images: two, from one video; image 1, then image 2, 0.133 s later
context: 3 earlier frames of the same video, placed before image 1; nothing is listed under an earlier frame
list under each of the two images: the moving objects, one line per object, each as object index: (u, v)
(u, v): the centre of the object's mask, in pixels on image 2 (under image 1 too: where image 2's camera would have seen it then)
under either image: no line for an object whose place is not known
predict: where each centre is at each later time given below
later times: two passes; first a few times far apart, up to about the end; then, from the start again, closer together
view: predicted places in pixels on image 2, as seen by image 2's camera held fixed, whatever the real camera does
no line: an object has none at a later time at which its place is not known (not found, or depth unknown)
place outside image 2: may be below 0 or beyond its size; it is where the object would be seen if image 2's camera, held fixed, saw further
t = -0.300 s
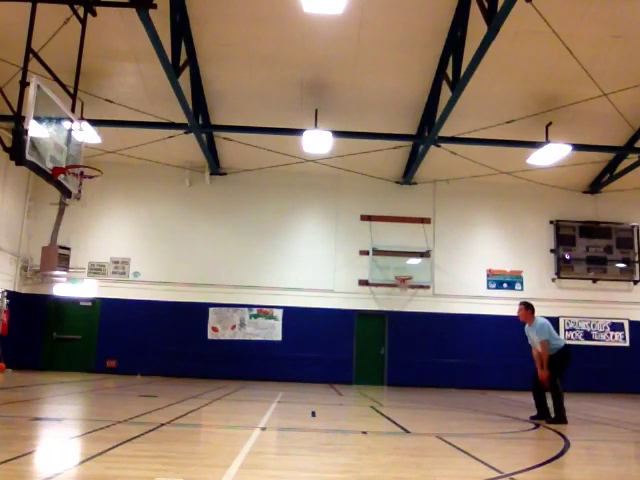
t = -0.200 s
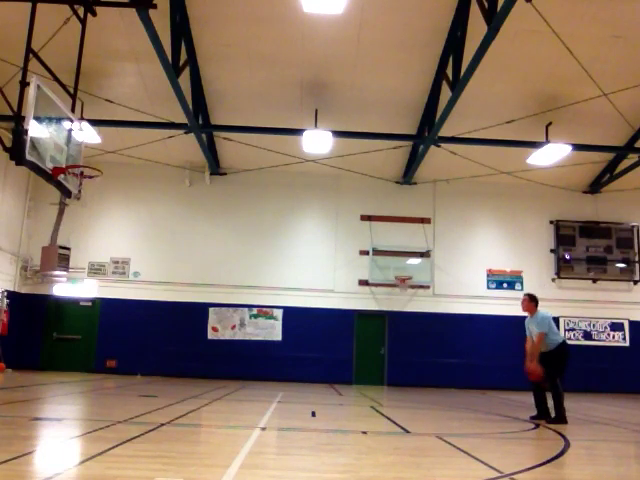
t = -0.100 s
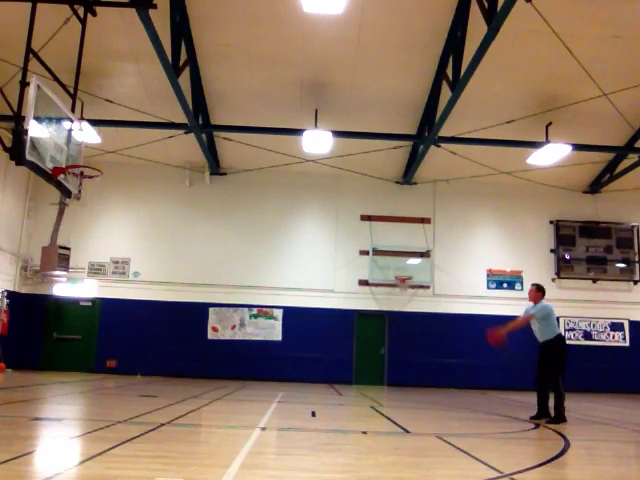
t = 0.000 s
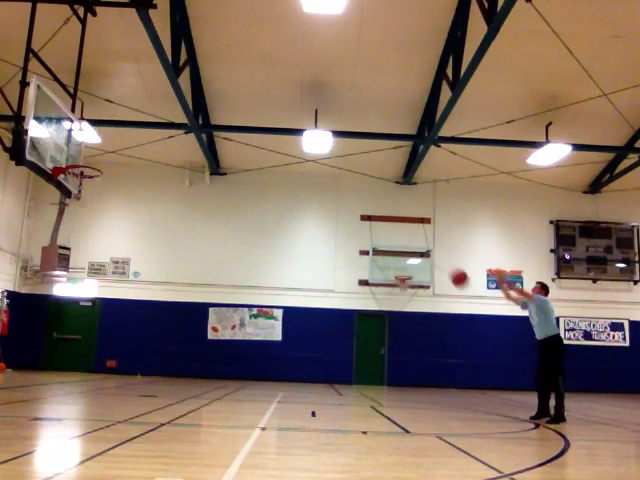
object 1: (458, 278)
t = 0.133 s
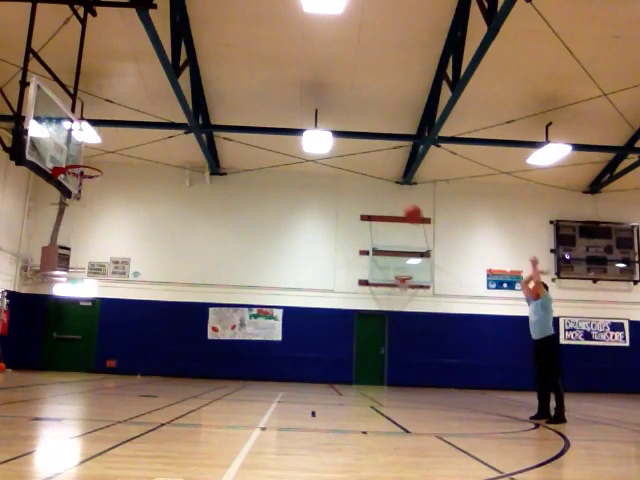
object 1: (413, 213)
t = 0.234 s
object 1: (380, 175)
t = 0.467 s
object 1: (305, 117)
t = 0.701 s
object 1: (233, 98)
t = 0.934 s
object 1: (159, 113)
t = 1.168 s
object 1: (82, 164)
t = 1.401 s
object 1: (75, 222)
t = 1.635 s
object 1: (76, 304)
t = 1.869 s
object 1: (80, 375)
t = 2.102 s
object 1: (116, 313)
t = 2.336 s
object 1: (146, 292)
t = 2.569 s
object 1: (170, 306)
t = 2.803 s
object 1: (191, 353)
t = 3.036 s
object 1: (210, 370)
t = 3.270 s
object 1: (228, 343)
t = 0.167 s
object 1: (401, 200)
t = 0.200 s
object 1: (390, 188)
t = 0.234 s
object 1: (380, 175)
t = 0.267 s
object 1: (368, 165)
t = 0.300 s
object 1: (358, 154)
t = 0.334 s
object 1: (347, 145)
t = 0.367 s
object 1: (338, 137)
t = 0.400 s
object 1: (327, 128)
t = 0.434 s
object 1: (315, 121)
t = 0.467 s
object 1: (305, 117)
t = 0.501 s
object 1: (295, 112)
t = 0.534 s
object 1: (285, 108)
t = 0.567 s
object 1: (274, 104)
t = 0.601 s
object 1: (264, 101)
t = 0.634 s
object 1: (254, 100)
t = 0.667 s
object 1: (243, 98)
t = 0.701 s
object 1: (233, 98)
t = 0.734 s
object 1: (222, 98)
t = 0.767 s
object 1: (213, 99)
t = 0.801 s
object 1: (200, 101)
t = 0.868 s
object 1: (180, 105)
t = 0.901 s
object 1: (169, 109)
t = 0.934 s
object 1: (159, 113)
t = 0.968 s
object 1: (148, 118)
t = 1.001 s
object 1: (137, 125)
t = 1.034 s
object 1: (126, 132)
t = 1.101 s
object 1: (104, 147)
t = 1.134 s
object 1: (92, 156)
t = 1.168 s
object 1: (82, 164)
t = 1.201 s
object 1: (73, 174)
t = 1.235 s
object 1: (73, 181)
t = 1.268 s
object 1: (72, 192)
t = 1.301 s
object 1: (73, 198)
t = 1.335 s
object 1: (73, 204)
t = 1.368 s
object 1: (74, 214)
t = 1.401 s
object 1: (75, 222)
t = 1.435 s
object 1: (75, 232)
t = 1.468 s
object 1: (76, 242)
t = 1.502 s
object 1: (76, 253)
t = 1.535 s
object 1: (76, 265)
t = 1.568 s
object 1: (76, 277)
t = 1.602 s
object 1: (76, 290)
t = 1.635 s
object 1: (76, 304)
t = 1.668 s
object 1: (76, 317)
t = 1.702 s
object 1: (75, 331)
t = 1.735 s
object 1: (74, 347)
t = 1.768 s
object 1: (74, 362)
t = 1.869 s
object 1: (80, 375)
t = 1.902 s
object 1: (87, 363)
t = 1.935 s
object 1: (92, 353)
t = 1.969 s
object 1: (97, 343)
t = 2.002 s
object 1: (101, 335)
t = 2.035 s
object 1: (106, 326)
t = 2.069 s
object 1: (111, 319)
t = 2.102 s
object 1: (116, 313)
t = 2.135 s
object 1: (120, 308)
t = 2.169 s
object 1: (125, 303)
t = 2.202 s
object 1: (129, 300)
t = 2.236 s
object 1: (133, 297)
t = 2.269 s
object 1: (138, 294)
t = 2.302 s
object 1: (142, 293)
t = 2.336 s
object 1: (146, 292)
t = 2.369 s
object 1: (149, 292)
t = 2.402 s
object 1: (153, 293)
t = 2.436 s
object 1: (157, 294)
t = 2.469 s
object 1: (160, 295)
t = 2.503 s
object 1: (164, 299)
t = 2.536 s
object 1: (167, 302)
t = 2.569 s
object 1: (170, 306)
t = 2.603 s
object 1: (173, 311)
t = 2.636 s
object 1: (176, 316)
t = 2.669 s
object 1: (179, 322)
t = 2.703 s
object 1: (182, 328)
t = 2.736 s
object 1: (185, 336)
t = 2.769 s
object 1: (188, 344)
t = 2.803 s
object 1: (191, 353)
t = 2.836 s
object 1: (193, 363)
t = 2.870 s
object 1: (196, 372)
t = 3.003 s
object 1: (207, 376)
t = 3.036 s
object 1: (210, 370)
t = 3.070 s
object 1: (213, 364)
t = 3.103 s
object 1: (216, 359)
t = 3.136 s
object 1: (218, 354)
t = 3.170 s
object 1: (221, 350)
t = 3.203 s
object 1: (224, 347)
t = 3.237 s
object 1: (226, 345)
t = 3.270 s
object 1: (228, 343)
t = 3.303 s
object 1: (231, 342)
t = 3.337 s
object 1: (233, 342)
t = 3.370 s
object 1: (236, 342)
